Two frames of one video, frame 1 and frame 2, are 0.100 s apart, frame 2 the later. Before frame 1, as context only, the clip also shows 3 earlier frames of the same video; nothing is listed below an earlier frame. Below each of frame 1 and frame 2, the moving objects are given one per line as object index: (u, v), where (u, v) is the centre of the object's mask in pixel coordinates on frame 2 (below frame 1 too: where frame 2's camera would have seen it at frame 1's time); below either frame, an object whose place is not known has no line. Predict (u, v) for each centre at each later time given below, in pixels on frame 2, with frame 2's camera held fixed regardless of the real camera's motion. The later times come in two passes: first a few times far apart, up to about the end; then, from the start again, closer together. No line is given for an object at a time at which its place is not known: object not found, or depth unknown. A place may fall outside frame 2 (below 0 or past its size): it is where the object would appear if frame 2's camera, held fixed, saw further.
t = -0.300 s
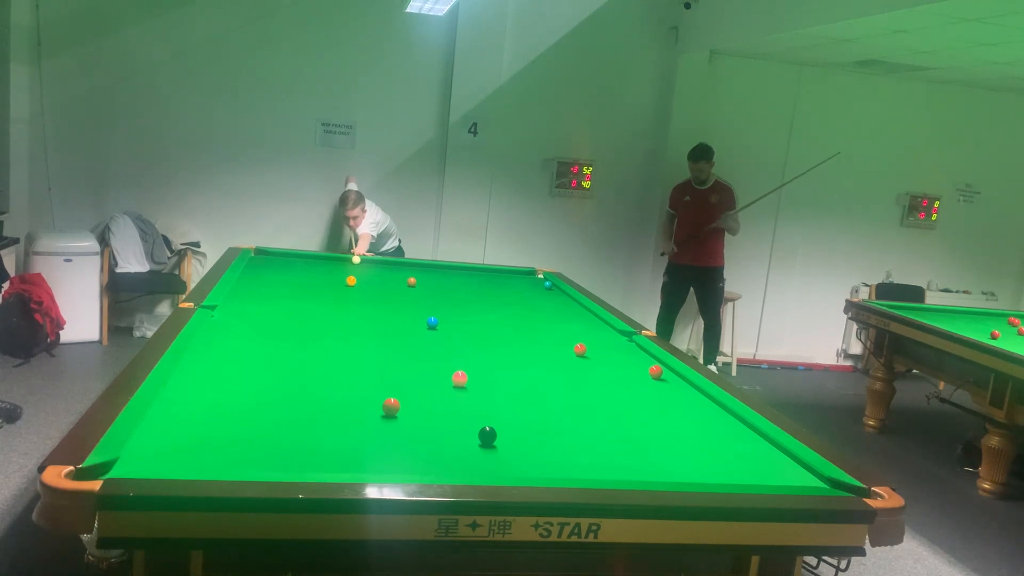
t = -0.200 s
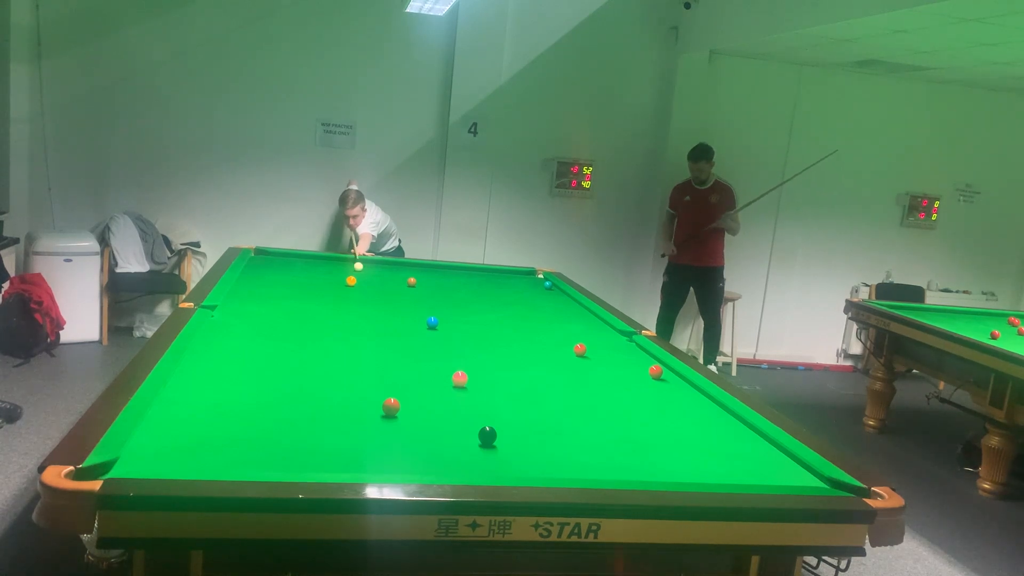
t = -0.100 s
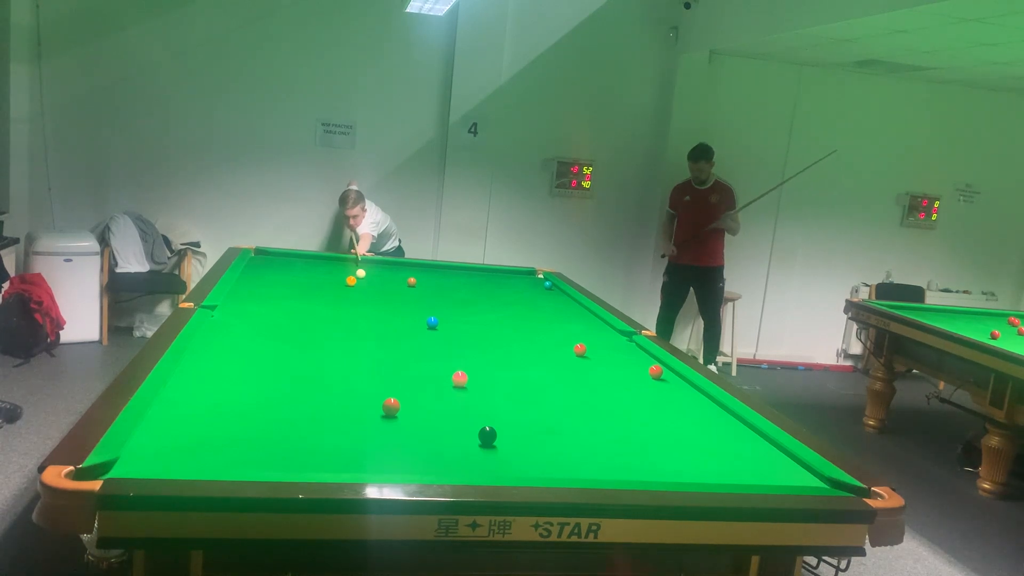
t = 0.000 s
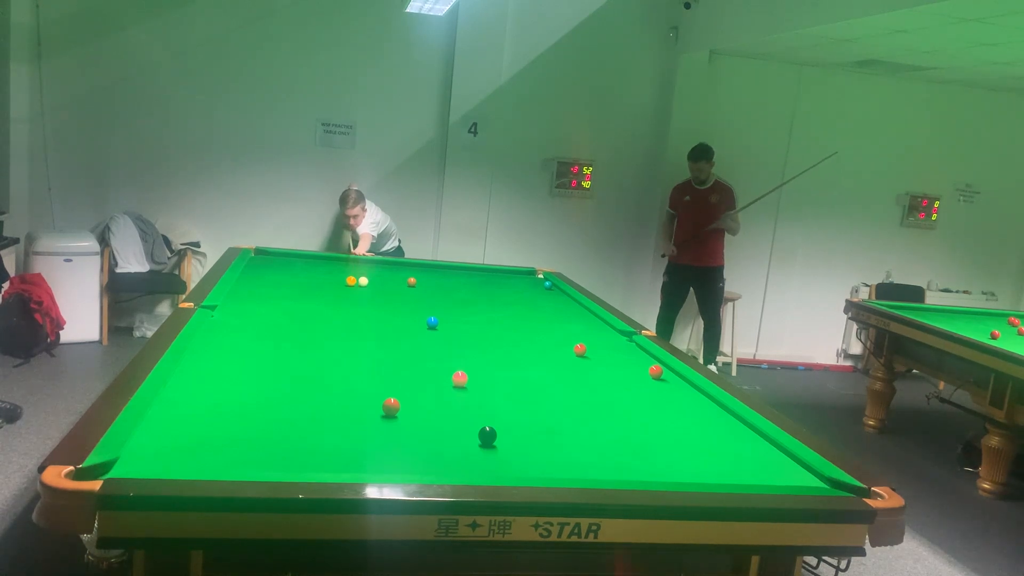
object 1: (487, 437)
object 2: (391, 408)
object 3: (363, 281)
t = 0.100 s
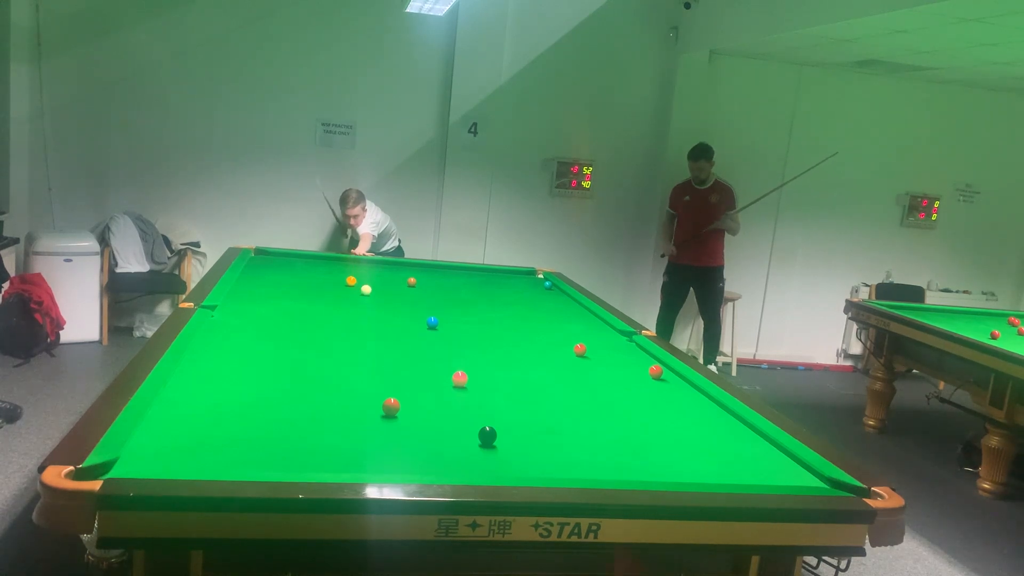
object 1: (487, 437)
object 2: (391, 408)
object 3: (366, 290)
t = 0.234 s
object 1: (487, 437)
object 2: (391, 408)
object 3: (370, 303)
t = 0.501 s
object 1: (487, 437)
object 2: (391, 408)
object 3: (381, 335)
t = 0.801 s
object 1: (487, 437)
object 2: (391, 407)
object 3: (398, 388)
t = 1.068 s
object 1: (506, 441)
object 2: (325, 426)
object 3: (466, 436)
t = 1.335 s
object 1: (615, 464)
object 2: (242, 448)
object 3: (464, 469)
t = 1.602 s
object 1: (715, 479)
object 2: (147, 463)
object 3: (446, 449)
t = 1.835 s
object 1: (763, 475)
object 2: (150, 464)
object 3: (434, 429)
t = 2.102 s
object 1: (798, 470)
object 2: (174, 461)
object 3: (421, 411)
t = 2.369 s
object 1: (750, 461)
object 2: (195, 457)
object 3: (410, 395)
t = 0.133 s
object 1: (487, 437)
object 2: (391, 408)
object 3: (367, 293)
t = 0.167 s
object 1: (487, 437)
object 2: (391, 408)
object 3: (368, 296)
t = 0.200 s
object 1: (487, 437)
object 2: (391, 408)
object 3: (369, 299)
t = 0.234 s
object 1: (487, 437)
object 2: (391, 408)
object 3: (370, 303)
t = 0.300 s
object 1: (487, 437)
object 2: (391, 408)
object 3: (372, 310)
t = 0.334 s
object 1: (487, 437)
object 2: (391, 408)
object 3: (374, 314)
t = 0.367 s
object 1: (487, 437)
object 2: (390, 408)
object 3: (375, 318)
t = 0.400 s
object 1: (487, 437)
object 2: (390, 408)
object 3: (376, 322)
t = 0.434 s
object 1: (487, 437)
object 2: (391, 408)
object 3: (378, 326)
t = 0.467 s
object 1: (487, 437)
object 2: (391, 408)
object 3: (379, 331)
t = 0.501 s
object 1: (487, 437)
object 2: (391, 408)
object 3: (381, 335)
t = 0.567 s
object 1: (487, 437)
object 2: (390, 408)
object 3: (384, 345)
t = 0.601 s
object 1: (487, 437)
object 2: (390, 408)
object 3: (386, 350)
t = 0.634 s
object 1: (487, 437)
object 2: (390, 408)
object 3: (388, 356)
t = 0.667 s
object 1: (487, 437)
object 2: (390, 408)
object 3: (390, 362)
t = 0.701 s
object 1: (487, 437)
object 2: (390, 408)
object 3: (392, 368)
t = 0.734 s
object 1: (487, 437)
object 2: (390, 408)
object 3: (394, 374)
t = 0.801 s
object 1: (487, 437)
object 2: (391, 407)
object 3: (398, 388)
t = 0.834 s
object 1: (487, 437)
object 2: (391, 408)
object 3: (401, 394)
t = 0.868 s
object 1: (487, 437)
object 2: (391, 408)
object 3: (405, 403)
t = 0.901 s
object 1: (487, 437)
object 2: (380, 411)
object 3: (417, 409)
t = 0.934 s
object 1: (487, 437)
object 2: (368, 414)
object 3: (430, 414)
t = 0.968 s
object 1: (487, 437)
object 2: (357, 417)
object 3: (444, 420)
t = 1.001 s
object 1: (487, 437)
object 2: (346, 420)
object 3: (458, 426)
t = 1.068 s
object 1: (506, 441)
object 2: (325, 426)
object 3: (466, 436)
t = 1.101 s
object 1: (521, 444)
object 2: (315, 428)
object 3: (464, 440)
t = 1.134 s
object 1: (536, 447)
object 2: (305, 431)
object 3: (462, 443)
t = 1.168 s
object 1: (551, 450)
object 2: (295, 434)
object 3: (462, 448)
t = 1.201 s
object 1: (564, 453)
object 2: (284, 437)
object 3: (462, 452)
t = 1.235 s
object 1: (578, 456)
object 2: (274, 439)
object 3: (462, 457)
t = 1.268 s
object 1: (590, 459)
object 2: (264, 442)
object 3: (462, 463)
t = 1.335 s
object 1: (615, 464)
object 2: (242, 448)
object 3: (464, 469)
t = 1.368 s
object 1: (628, 468)
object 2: (230, 451)
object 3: (463, 470)
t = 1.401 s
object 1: (640, 469)
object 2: (219, 454)
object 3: (460, 467)
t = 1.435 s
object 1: (653, 471)
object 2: (207, 457)
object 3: (457, 464)
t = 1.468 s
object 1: (665, 473)
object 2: (195, 459)
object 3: (455, 462)
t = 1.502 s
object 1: (678, 474)
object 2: (183, 460)
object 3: (453, 458)
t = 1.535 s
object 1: (691, 476)
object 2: (171, 462)
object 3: (451, 455)
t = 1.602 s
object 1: (715, 479)
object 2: (147, 463)
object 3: (446, 449)
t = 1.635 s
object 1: (722, 478)
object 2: (136, 463)
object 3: (445, 446)
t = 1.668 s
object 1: (729, 477)
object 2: (126, 463)
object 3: (443, 443)
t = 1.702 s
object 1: (735, 477)
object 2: (127, 463)
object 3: (441, 440)
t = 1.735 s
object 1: (743, 477)
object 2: (134, 463)
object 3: (439, 437)
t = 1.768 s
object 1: (750, 476)
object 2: (140, 464)
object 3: (437, 434)
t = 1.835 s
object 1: (763, 475)
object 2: (150, 464)
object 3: (434, 429)
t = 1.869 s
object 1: (770, 475)
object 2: (154, 463)
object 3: (432, 427)
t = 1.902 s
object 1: (777, 475)
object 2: (157, 463)
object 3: (430, 424)
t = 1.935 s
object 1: (784, 474)
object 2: (160, 463)
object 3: (429, 422)
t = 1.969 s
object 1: (790, 474)
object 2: (163, 462)
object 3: (427, 420)
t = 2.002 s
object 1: (796, 473)
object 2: (166, 462)
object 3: (426, 417)
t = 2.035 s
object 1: (803, 472)
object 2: (169, 461)
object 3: (424, 415)
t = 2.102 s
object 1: (798, 470)
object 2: (174, 461)
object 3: (421, 411)
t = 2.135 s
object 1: (791, 468)
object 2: (177, 460)
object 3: (420, 409)
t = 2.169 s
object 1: (784, 467)
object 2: (180, 460)
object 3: (418, 406)
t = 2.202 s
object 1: (778, 466)
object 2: (182, 460)
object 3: (417, 404)
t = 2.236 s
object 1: (773, 465)
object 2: (185, 459)
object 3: (416, 402)
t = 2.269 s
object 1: (767, 464)
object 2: (188, 459)
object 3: (414, 400)
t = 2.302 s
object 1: (761, 463)
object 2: (190, 458)
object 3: (413, 399)
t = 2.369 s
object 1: (750, 461)
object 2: (195, 457)
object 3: (410, 395)
